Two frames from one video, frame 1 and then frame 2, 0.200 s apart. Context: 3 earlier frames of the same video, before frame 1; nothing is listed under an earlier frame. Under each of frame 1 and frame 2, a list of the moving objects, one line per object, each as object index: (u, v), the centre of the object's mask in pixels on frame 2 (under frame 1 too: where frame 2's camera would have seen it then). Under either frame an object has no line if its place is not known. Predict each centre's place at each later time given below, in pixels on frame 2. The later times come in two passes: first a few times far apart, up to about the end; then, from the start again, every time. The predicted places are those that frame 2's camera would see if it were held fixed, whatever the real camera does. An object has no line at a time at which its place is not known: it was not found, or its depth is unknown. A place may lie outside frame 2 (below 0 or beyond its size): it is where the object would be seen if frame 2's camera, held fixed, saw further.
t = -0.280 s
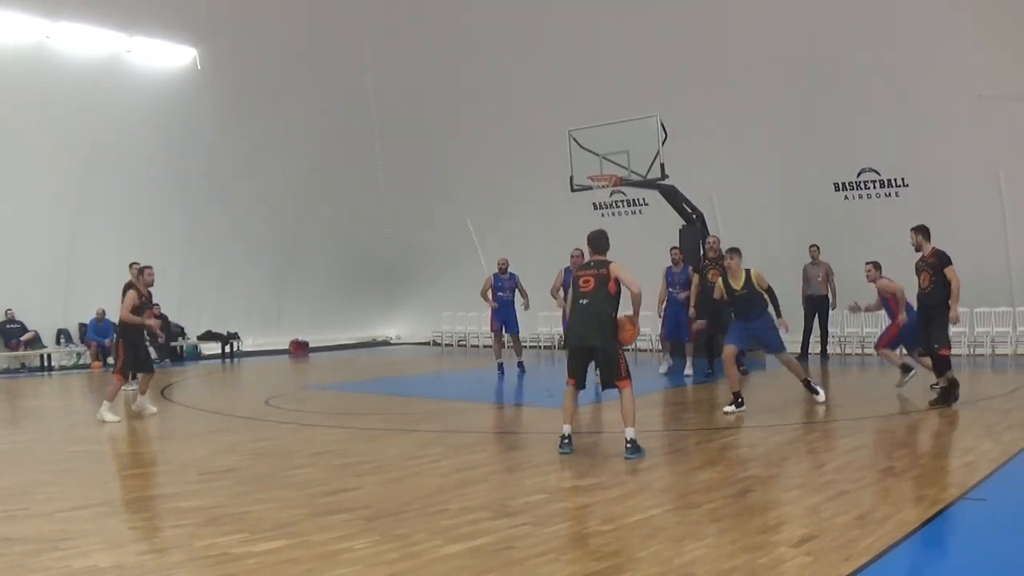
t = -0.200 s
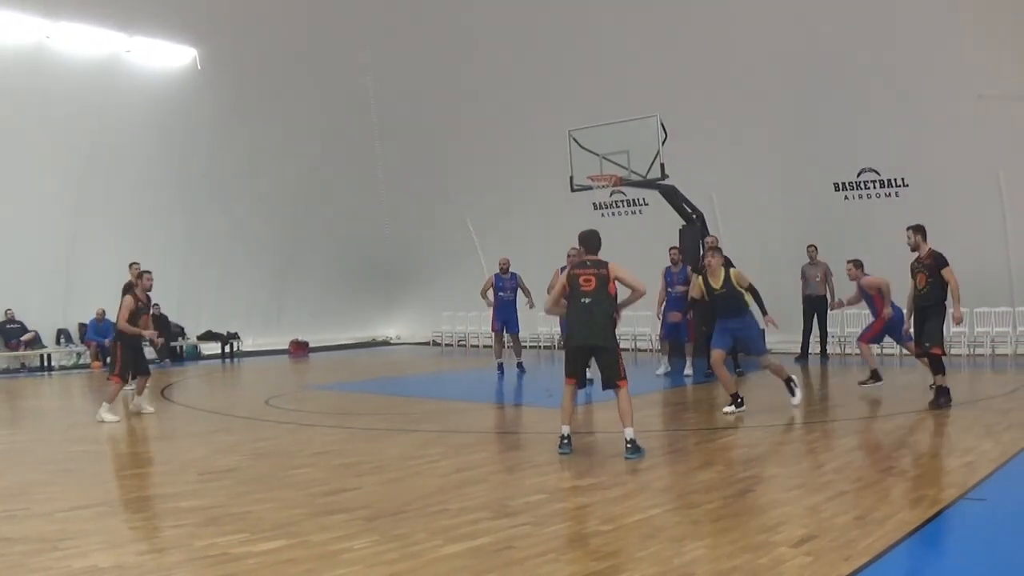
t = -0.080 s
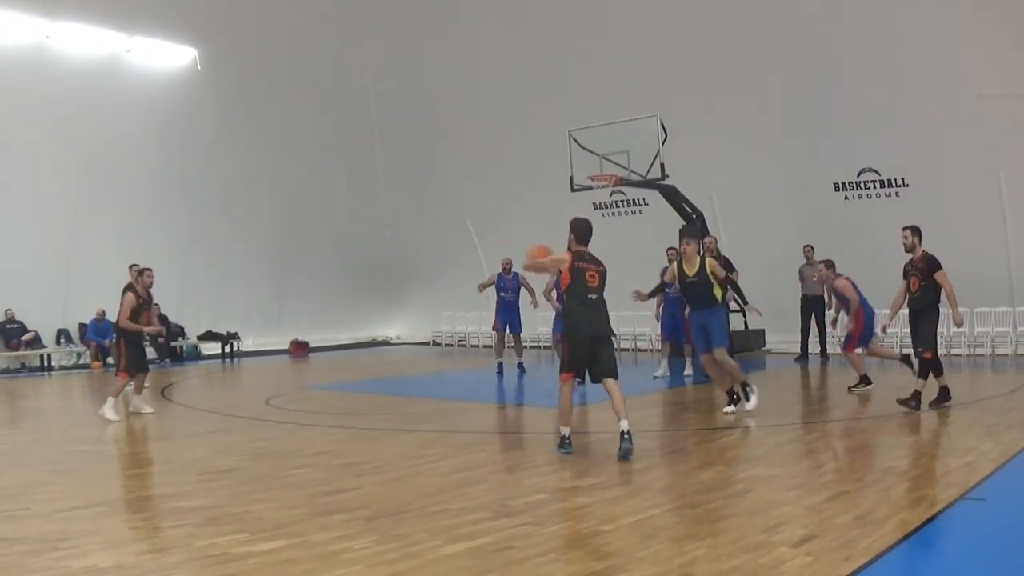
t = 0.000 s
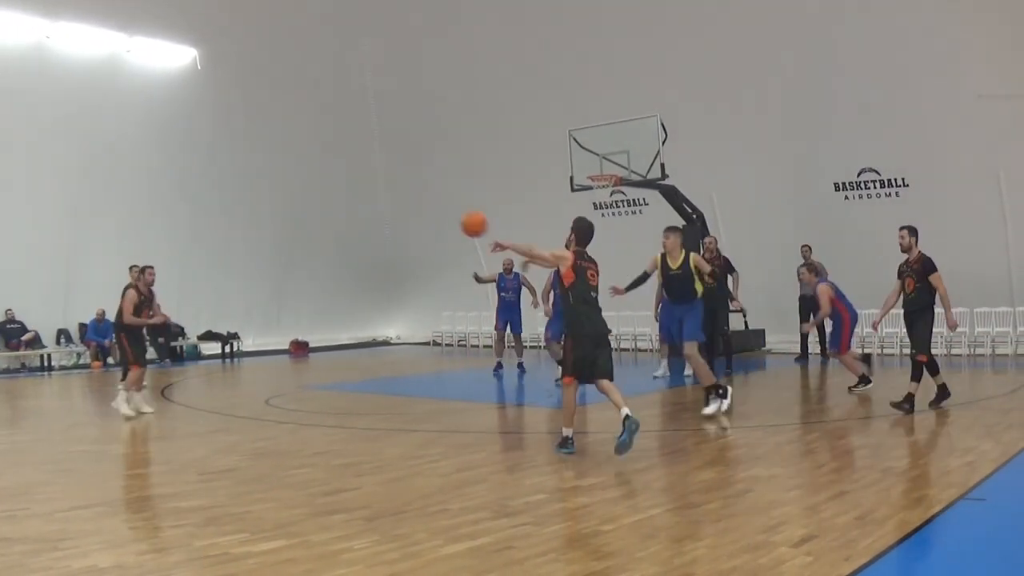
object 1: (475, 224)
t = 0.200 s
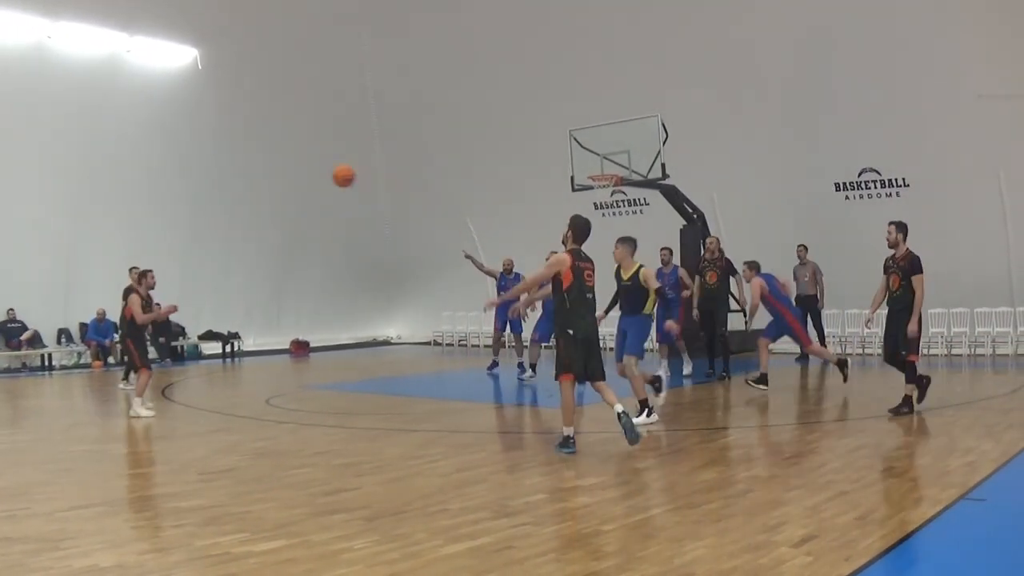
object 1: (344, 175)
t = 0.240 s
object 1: (322, 172)
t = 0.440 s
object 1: (232, 170)
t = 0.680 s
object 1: (151, 201)
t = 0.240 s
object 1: (322, 172)
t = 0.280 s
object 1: (301, 168)
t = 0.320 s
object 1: (283, 167)
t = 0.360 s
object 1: (265, 167)
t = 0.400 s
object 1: (248, 168)
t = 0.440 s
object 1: (232, 170)
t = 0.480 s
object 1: (217, 173)
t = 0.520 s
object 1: (202, 177)
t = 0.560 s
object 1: (188, 182)
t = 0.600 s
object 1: (175, 188)
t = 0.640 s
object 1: (163, 194)
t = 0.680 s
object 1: (151, 201)
